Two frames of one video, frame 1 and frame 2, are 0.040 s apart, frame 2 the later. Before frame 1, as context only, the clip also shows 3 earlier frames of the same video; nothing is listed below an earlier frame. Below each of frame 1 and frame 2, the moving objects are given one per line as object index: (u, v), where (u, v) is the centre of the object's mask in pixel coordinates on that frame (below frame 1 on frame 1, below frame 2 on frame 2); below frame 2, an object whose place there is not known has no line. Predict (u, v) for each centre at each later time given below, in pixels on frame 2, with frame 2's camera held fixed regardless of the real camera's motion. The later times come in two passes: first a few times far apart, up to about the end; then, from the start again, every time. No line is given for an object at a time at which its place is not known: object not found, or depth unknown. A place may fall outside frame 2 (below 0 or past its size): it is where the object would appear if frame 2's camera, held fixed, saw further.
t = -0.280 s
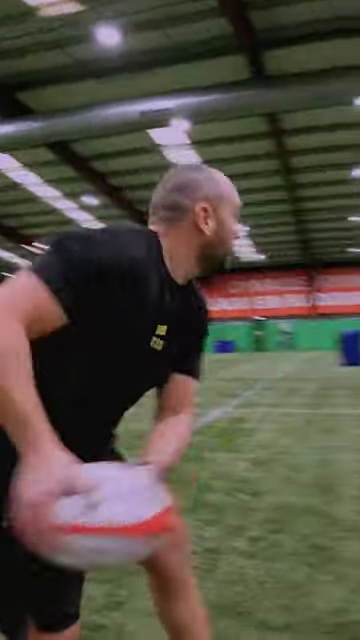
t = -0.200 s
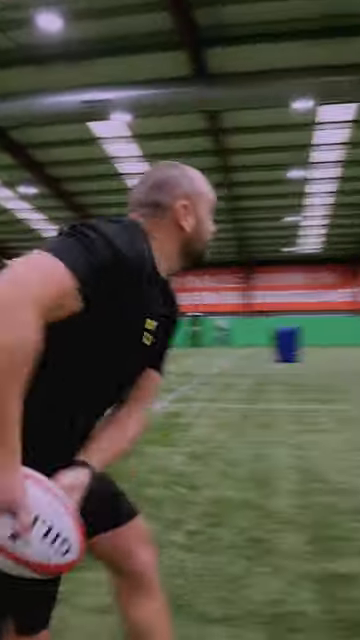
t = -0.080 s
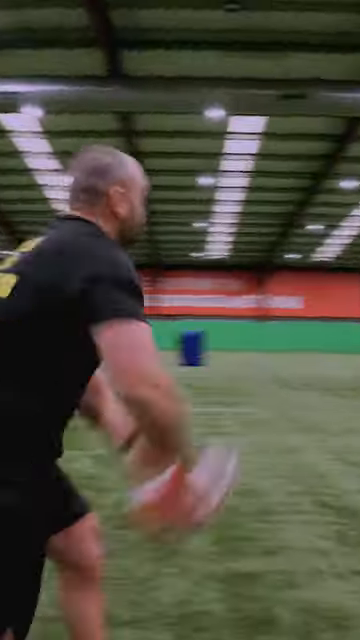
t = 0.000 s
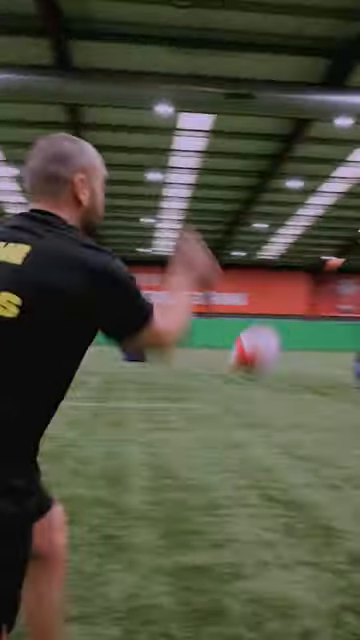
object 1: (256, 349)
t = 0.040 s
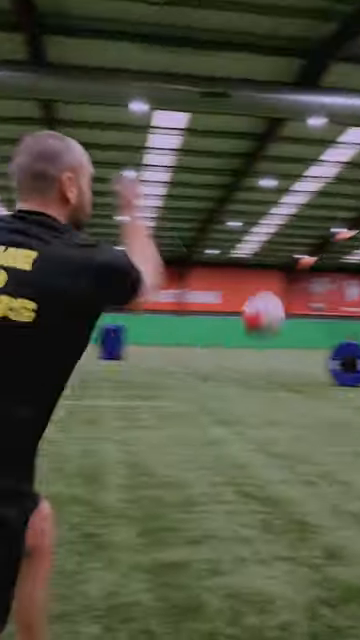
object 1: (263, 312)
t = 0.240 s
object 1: (334, 262)
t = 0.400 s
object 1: (356, 268)
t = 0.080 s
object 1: (285, 290)
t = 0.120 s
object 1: (301, 278)
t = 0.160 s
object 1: (316, 270)
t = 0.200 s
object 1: (326, 263)
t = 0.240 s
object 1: (334, 262)
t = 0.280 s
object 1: (340, 261)
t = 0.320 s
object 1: (348, 261)
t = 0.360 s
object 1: (352, 264)
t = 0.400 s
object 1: (356, 268)
